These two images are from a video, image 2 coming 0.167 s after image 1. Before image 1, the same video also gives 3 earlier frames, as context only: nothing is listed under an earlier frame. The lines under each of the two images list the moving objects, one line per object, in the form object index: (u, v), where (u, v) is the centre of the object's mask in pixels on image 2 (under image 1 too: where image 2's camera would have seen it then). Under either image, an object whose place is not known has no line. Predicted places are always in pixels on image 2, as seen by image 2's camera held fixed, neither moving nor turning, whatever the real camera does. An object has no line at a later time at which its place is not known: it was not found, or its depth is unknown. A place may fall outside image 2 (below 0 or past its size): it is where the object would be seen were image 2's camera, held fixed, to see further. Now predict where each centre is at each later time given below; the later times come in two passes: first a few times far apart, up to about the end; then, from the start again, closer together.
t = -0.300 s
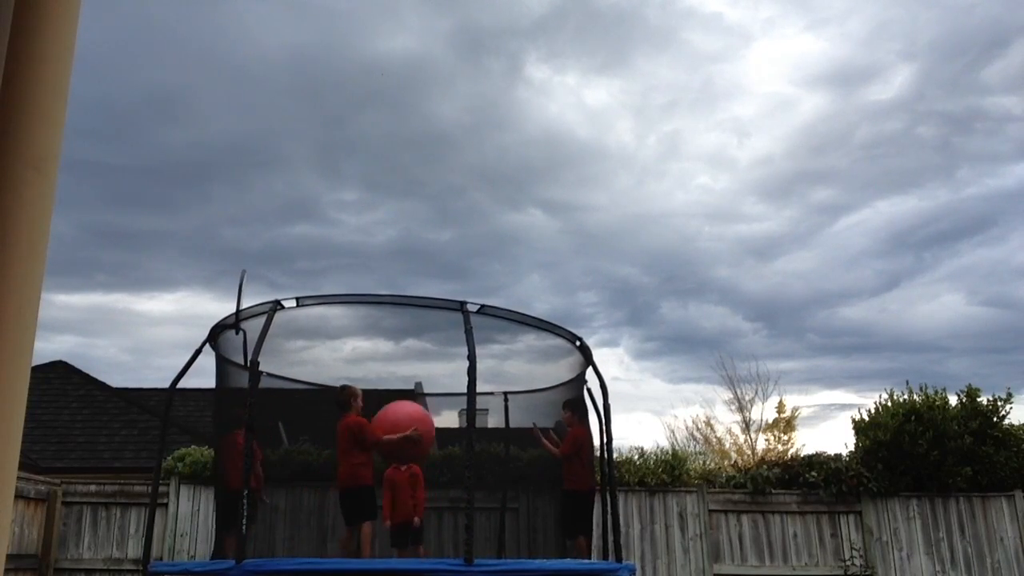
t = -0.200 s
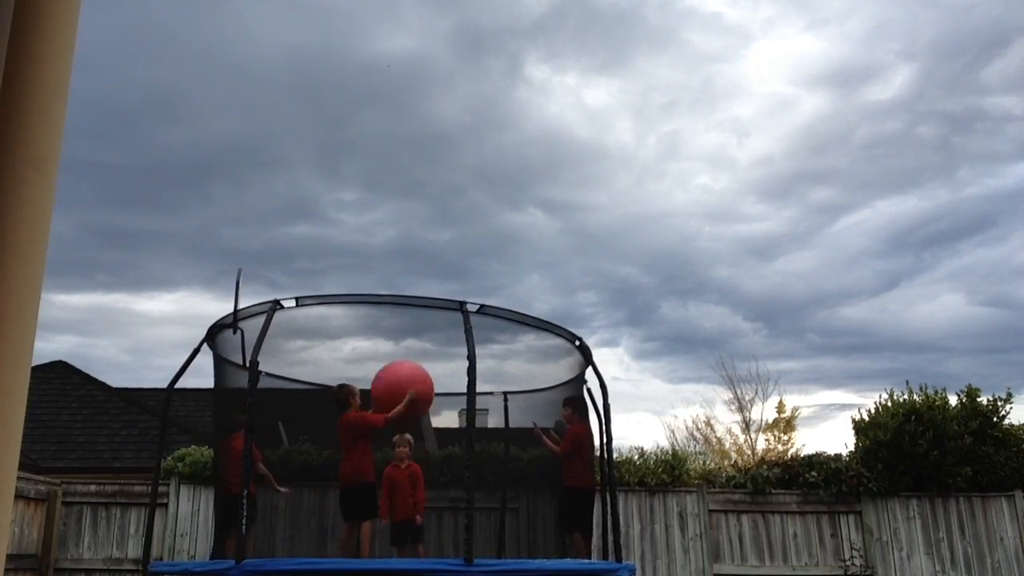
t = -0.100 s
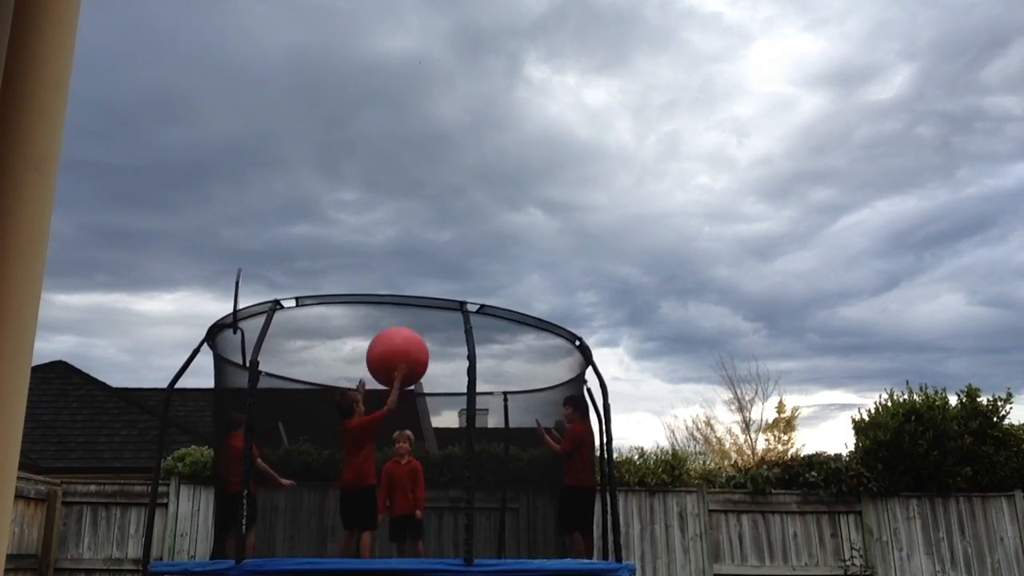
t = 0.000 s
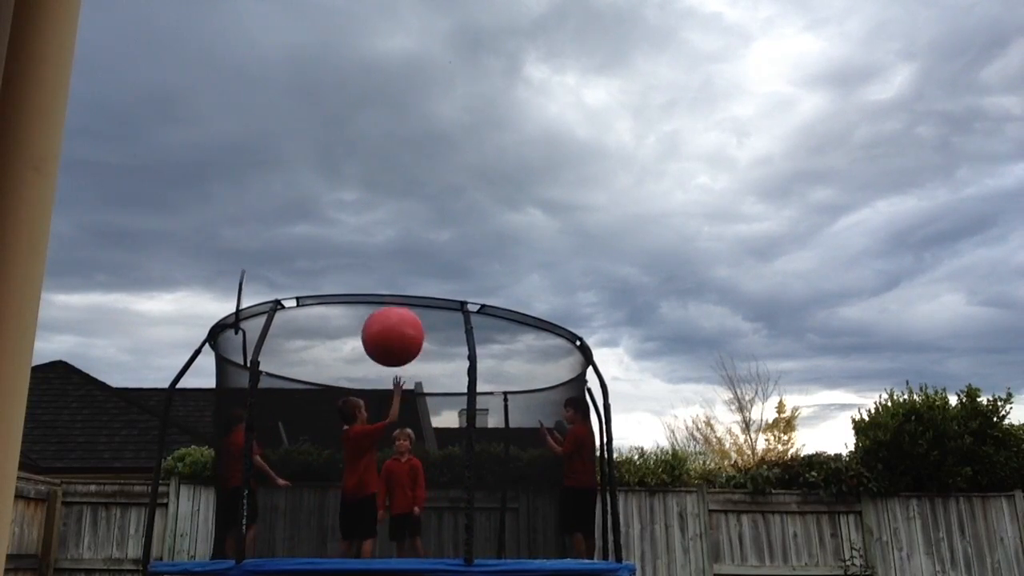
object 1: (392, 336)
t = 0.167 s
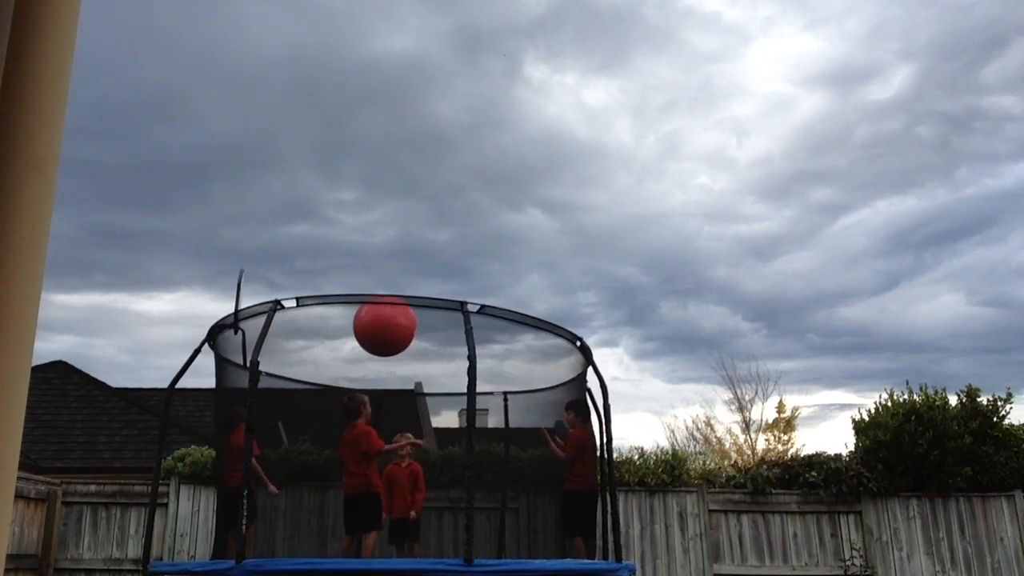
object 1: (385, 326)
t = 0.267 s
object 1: (379, 335)
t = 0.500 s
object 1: (367, 371)
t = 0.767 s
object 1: (352, 362)
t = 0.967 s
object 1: (340, 410)
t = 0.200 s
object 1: (383, 328)
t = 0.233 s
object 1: (381, 332)
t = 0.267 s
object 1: (379, 335)
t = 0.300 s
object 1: (378, 340)
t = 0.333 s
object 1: (376, 348)
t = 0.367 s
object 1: (374, 356)
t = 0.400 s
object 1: (372, 365)
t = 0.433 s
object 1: (371, 375)
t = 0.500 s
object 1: (367, 371)
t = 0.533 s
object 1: (366, 366)
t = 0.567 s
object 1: (364, 361)
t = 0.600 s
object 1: (362, 358)
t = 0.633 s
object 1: (360, 357)
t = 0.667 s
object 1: (358, 356)
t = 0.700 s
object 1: (356, 357)
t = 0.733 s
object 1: (354, 359)
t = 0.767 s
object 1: (352, 362)
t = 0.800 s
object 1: (350, 367)
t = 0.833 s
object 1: (348, 373)
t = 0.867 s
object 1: (346, 380)
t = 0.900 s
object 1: (344, 389)
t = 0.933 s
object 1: (342, 399)
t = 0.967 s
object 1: (340, 410)
